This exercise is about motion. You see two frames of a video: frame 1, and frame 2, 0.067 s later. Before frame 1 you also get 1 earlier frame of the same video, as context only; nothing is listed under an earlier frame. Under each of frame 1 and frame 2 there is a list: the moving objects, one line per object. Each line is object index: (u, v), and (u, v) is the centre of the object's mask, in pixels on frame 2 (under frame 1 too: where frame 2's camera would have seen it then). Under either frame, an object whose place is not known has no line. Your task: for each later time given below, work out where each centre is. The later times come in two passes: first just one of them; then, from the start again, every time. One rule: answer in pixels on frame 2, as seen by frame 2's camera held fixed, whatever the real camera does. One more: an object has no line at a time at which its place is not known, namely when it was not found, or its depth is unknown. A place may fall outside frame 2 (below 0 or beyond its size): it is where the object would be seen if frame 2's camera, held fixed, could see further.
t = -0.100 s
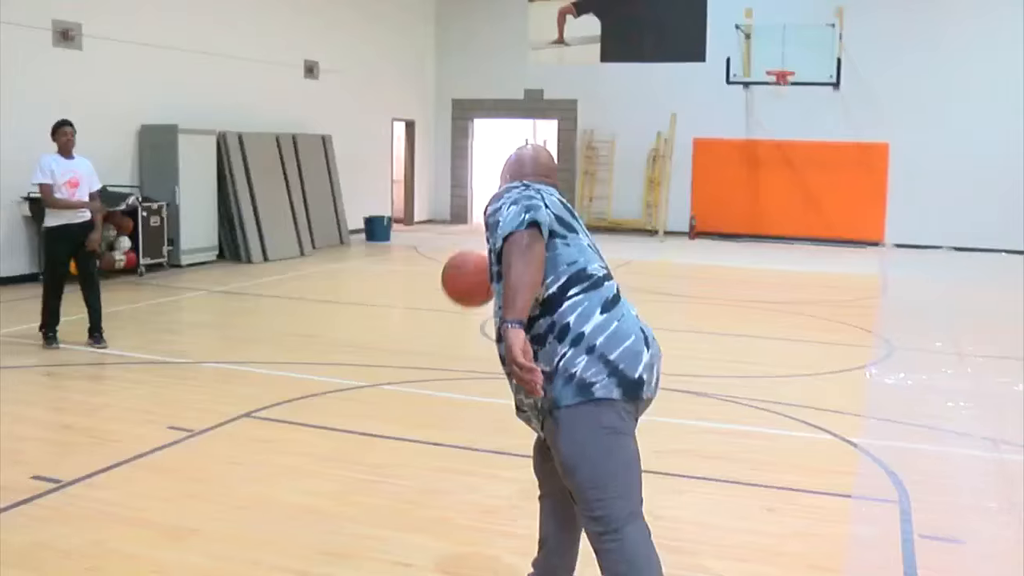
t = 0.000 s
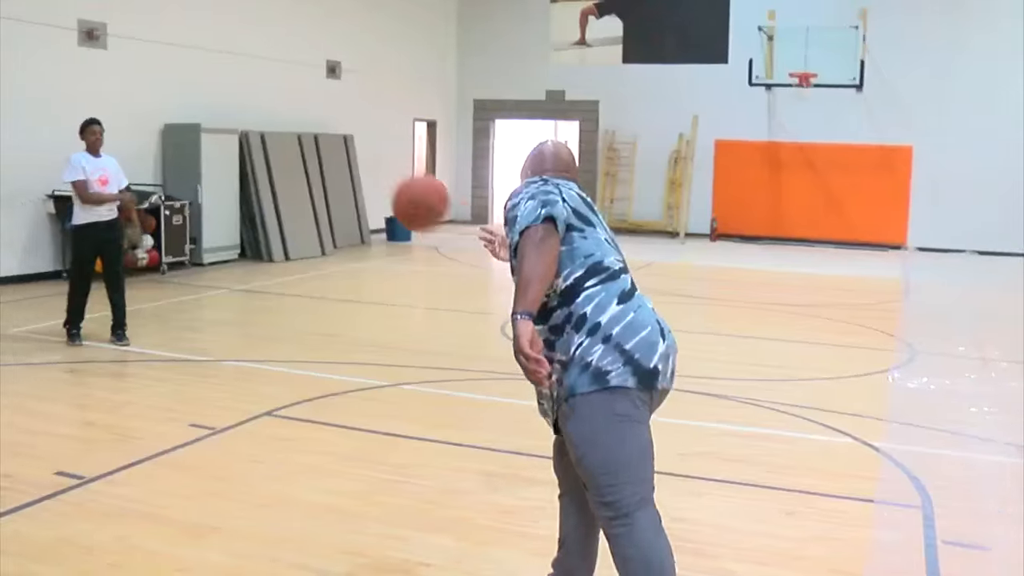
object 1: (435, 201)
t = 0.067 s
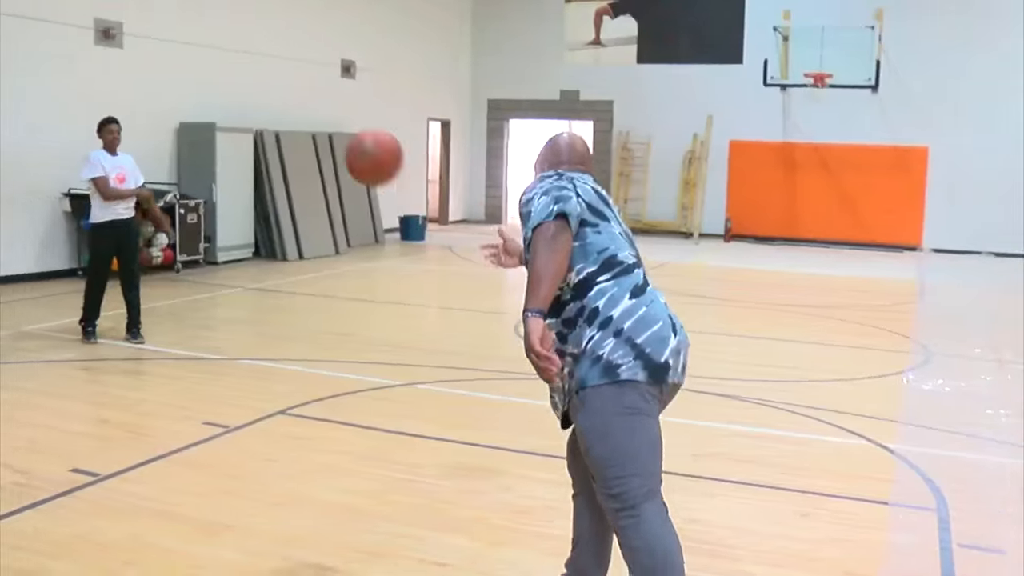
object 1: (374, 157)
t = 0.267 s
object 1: (193, 88)
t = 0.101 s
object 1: (343, 139)
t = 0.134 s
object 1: (313, 124)
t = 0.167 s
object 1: (283, 111)
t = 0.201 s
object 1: (253, 100)
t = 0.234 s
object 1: (224, 93)
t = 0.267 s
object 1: (193, 88)
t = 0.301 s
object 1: (163, 86)
